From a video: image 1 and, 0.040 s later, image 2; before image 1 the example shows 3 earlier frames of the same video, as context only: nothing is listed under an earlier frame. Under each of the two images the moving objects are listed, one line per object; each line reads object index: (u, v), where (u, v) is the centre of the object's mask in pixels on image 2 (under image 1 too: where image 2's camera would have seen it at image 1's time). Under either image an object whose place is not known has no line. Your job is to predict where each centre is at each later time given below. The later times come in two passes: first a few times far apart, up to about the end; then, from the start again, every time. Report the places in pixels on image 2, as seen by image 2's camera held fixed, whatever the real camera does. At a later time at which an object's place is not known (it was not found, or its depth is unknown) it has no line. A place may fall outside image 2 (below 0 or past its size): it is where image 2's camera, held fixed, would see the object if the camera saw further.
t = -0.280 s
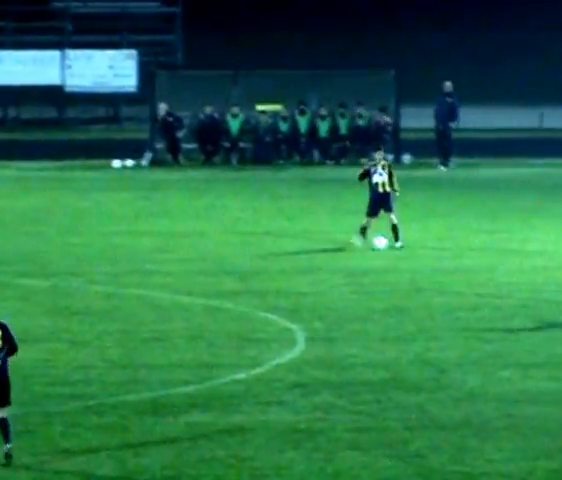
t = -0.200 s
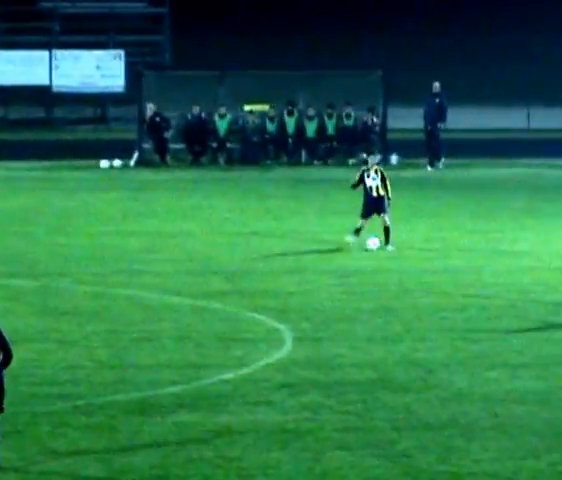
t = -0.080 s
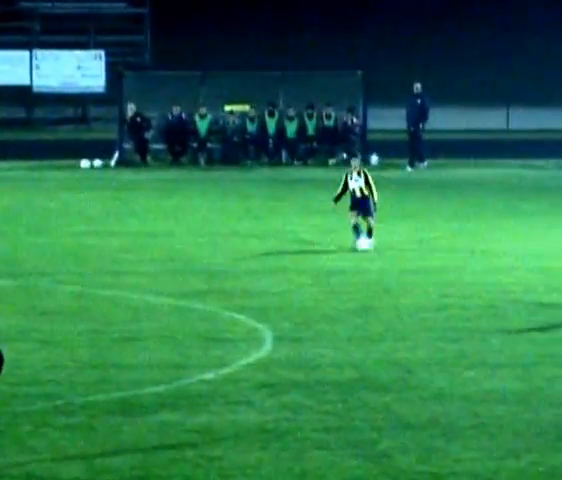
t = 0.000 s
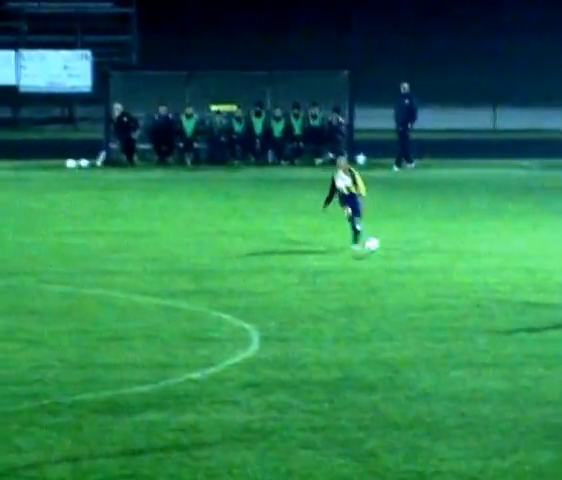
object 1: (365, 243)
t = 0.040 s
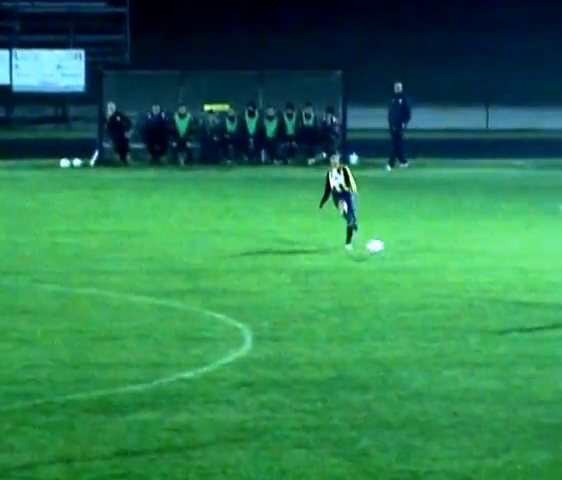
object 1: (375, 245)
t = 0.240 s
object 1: (423, 265)
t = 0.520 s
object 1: (479, 283)
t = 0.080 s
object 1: (384, 249)
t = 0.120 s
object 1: (394, 253)
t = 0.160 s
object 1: (404, 260)
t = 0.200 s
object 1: (414, 264)
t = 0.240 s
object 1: (423, 265)
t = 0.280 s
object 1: (431, 265)
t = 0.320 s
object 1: (440, 267)
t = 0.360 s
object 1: (447, 270)
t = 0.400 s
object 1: (455, 273)
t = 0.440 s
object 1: (464, 278)
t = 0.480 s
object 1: (472, 282)
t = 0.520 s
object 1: (479, 283)
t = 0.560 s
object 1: (487, 284)
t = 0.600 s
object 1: (495, 286)
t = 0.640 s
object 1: (502, 288)
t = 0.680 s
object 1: (510, 292)
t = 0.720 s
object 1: (516, 295)
